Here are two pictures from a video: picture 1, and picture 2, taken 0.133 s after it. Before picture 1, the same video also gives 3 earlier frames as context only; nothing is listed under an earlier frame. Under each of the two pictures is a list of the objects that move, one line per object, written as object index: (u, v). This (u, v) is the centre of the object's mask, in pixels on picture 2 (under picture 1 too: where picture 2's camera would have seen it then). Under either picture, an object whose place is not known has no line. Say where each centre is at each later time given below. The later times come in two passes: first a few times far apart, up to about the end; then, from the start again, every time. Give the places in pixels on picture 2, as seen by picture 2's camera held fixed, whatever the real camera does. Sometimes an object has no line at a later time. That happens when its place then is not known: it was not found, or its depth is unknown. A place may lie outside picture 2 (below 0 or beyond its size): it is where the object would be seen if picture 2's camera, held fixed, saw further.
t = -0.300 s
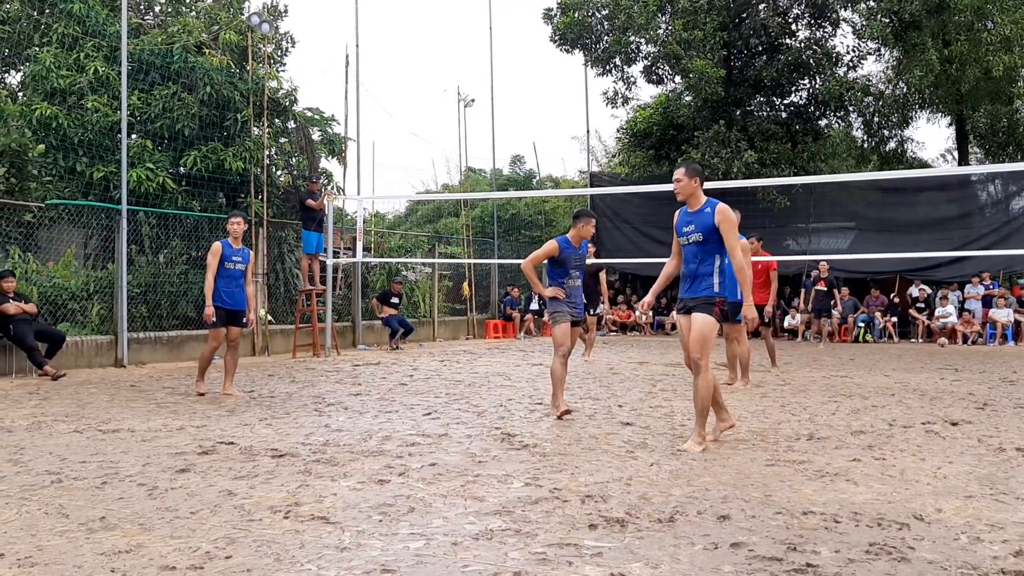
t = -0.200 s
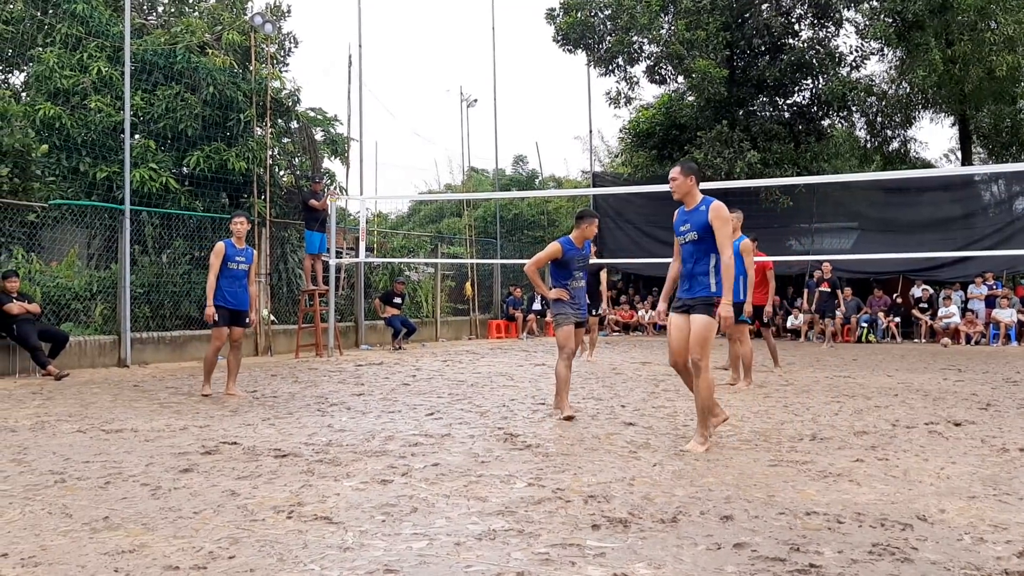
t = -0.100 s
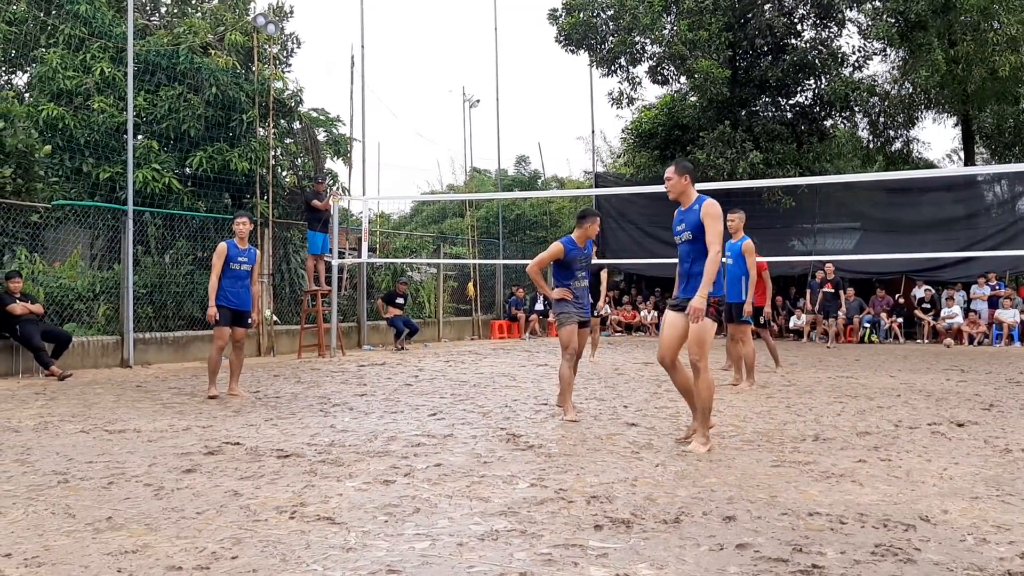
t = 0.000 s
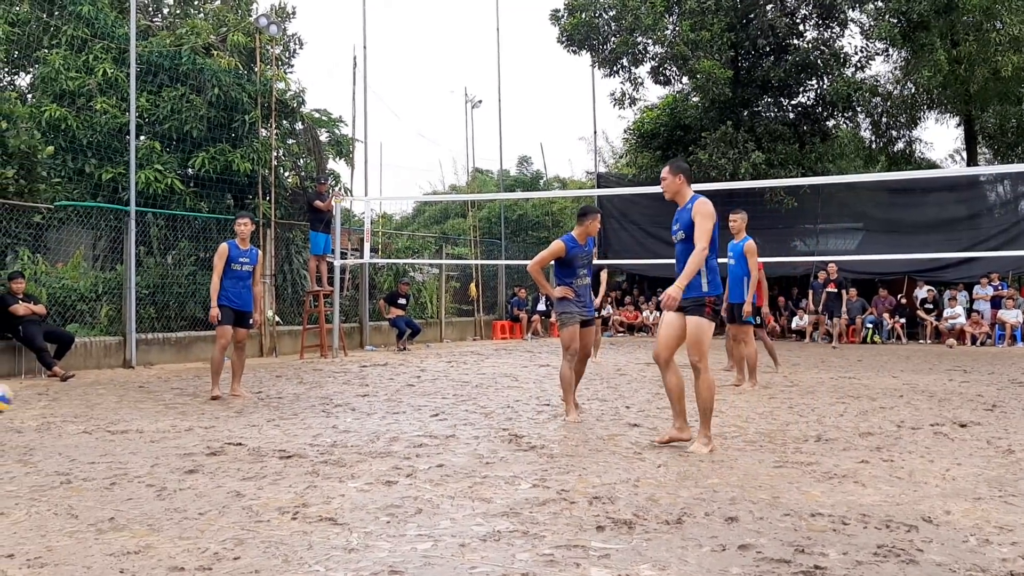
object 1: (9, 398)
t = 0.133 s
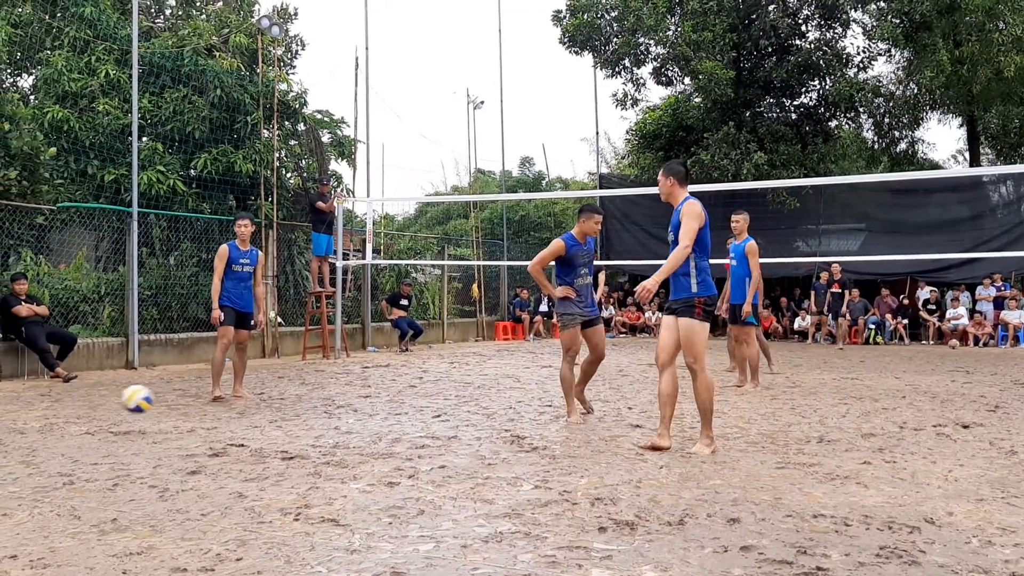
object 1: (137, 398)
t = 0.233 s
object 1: (219, 407)
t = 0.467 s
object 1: (343, 393)
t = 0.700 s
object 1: (421, 379)
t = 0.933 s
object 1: (474, 371)
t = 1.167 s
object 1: (514, 367)
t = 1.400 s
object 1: (544, 364)
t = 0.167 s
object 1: (167, 402)
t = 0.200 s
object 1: (195, 407)
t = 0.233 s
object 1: (219, 407)
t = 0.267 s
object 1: (239, 401)
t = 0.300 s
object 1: (259, 398)
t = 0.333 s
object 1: (278, 397)
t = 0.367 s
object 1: (296, 395)
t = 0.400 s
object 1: (314, 396)
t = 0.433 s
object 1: (329, 396)
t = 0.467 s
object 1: (343, 393)
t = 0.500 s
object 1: (357, 388)
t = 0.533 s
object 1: (368, 385)
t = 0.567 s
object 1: (380, 385)
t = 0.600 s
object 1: (392, 384)
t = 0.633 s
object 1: (402, 385)
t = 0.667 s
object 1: (411, 381)
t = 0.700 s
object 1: (421, 379)
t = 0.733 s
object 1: (429, 377)
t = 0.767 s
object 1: (438, 377)
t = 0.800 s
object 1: (446, 378)
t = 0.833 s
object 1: (454, 378)
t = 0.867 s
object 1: (461, 375)
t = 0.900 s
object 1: (468, 372)
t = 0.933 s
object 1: (474, 371)
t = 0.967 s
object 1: (480, 371)
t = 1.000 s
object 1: (487, 372)
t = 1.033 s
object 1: (494, 374)
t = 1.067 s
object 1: (498, 371)
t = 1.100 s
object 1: (504, 369)
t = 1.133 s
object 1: (509, 367)
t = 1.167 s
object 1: (514, 367)
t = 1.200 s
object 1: (520, 368)
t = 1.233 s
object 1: (524, 370)
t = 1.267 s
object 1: (529, 369)
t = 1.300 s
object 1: (533, 368)
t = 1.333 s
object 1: (537, 366)
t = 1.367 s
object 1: (541, 364)
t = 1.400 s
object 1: (544, 364)
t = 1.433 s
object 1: (548, 365)
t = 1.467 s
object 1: (552, 363)
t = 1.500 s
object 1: (555, 362)
